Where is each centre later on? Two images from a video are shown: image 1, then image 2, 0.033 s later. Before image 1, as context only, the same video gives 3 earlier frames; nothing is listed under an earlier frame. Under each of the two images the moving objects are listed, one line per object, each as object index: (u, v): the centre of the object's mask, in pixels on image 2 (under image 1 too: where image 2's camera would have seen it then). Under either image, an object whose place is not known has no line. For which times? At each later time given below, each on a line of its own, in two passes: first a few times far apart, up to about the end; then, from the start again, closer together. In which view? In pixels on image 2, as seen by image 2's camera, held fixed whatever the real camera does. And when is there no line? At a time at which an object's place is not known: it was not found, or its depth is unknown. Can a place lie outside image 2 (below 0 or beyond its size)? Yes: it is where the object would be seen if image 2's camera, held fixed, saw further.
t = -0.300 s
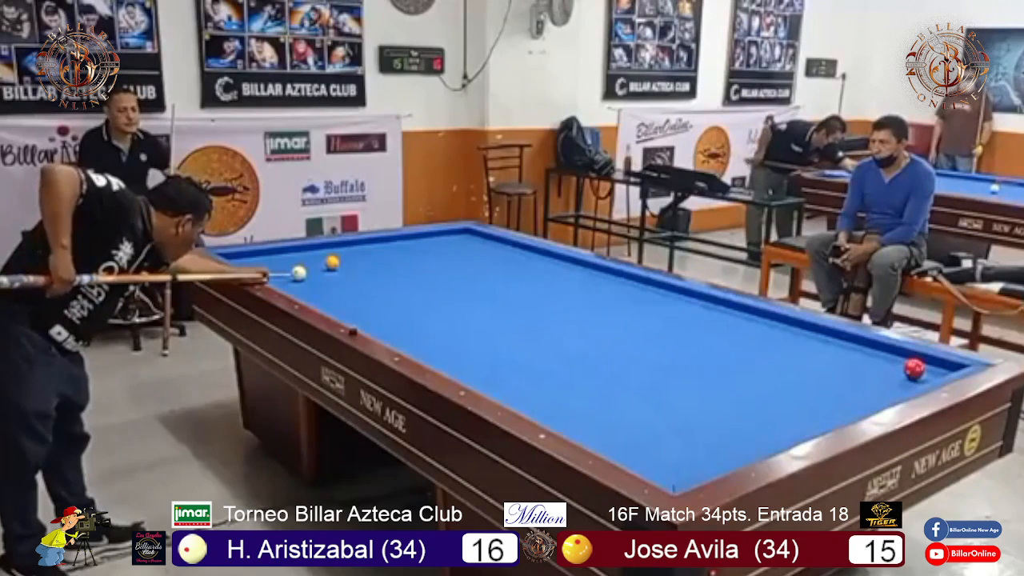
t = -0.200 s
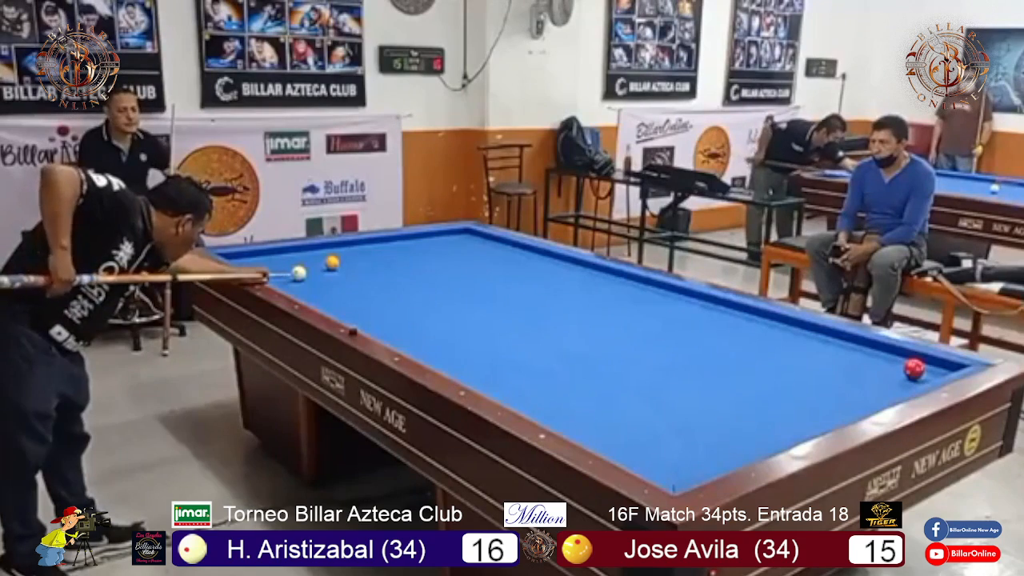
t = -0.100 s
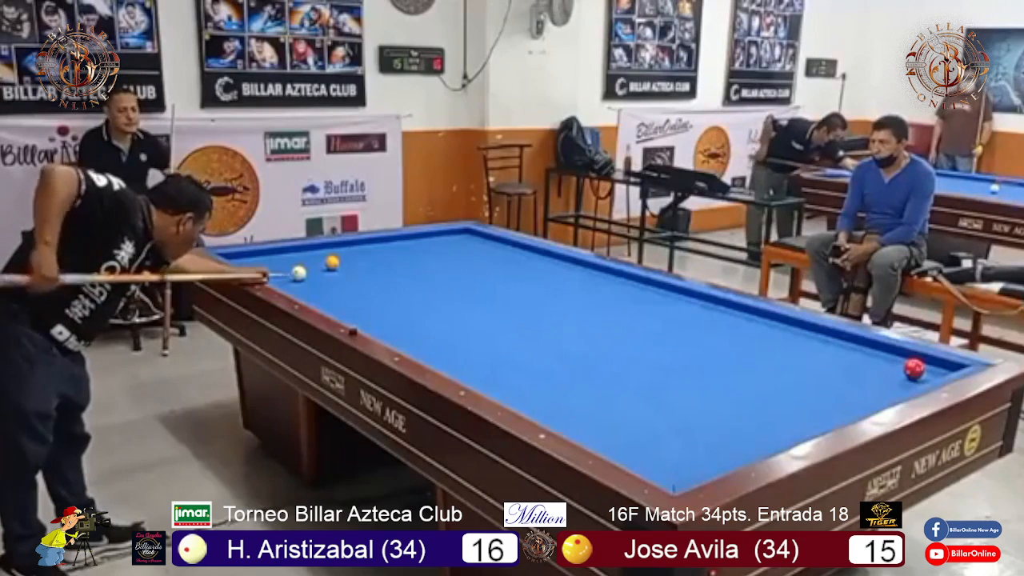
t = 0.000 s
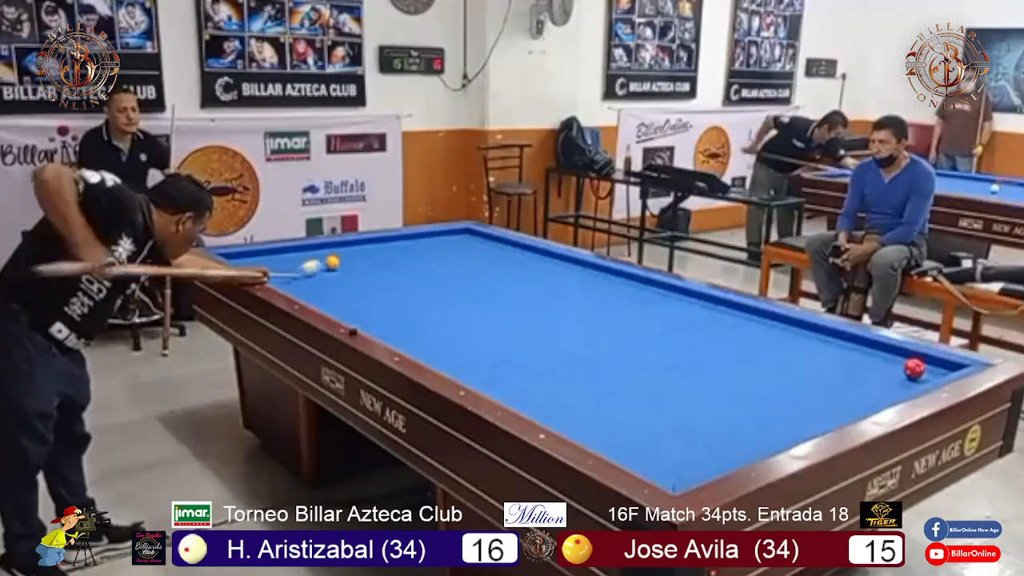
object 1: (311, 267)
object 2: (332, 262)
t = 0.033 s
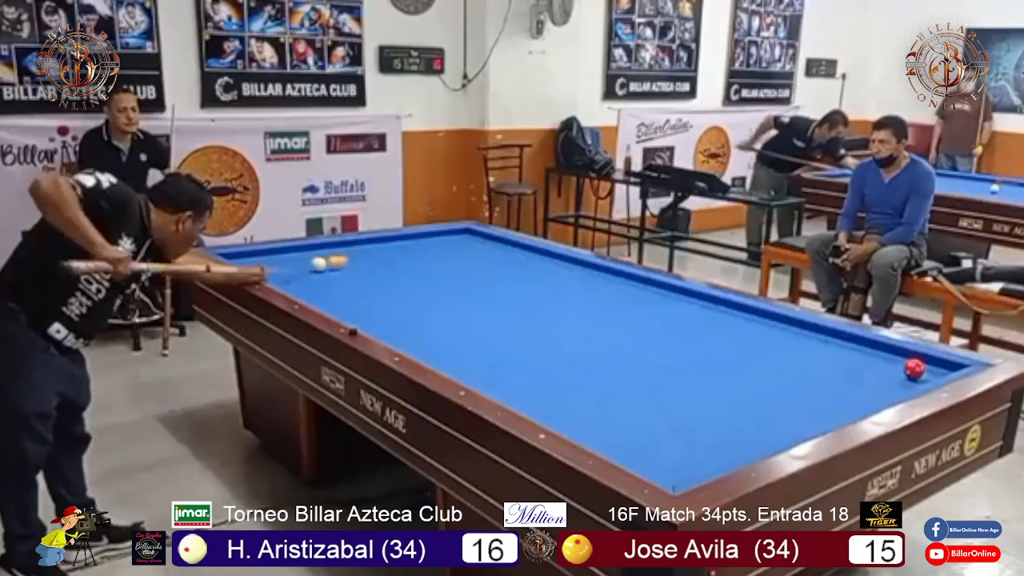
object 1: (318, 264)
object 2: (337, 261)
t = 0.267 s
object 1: (281, 255)
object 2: (434, 246)
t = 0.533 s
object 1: (241, 253)
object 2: (483, 237)
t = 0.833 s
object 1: (265, 262)
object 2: (416, 244)
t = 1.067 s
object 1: (298, 265)
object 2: (369, 249)
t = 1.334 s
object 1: (337, 270)
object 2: (311, 254)
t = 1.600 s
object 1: (374, 274)
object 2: (250, 260)
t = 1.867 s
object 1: (413, 278)
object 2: (268, 258)
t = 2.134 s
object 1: (451, 282)
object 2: (298, 254)
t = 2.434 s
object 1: (494, 286)
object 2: (330, 249)
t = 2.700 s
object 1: (532, 291)
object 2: (356, 246)
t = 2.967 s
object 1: (570, 295)
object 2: (379, 243)
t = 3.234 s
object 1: (609, 299)
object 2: (402, 241)
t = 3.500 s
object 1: (647, 304)
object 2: (423, 238)
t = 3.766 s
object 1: (687, 308)
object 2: (442, 235)
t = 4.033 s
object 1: (726, 312)
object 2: (460, 233)
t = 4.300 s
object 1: (766, 316)
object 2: (475, 231)
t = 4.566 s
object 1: (791, 322)
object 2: (465, 232)
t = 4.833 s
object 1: (806, 329)
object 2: (456, 233)
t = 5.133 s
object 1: (822, 338)
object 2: (446, 234)
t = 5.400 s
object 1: (836, 346)
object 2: (438, 235)
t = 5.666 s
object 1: (851, 354)
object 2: (430, 235)
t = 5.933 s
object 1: (865, 361)
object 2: (423, 236)
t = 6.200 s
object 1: (879, 369)
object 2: (417, 237)
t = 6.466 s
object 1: (894, 377)
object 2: (412, 237)
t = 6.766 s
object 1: (909, 382)
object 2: (406, 238)
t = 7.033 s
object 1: (896, 382)
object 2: (402, 238)
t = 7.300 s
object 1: (883, 381)
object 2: (398, 239)
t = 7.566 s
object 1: (871, 380)
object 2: (395, 239)
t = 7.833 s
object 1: (860, 378)
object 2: (393, 239)
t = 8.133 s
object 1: (850, 377)
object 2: (391, 240)
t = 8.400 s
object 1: (842, 375)
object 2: (390, 240)
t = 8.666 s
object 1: (837, 374)
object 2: (390, 240)
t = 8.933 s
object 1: (832, 373)
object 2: (390, 240)
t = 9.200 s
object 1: (828, 372)
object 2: (390, 240)
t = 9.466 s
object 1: (825, 371)
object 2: (390, 239)
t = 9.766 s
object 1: (823, 371)
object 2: (390, 239)
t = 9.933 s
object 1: (823, 371)
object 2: (390, 239)
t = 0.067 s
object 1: (313, 263)
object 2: (353, 258)
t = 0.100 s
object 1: (308, 261)
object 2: (368, 255)
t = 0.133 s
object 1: (303, 260)
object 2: (384, 253)
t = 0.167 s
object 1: (298, 258)
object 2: (397, 251)
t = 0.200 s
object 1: (292, 257)
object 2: (411, 249)
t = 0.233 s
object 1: (287, 256)
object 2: (422, 247)
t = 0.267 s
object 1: (281, 255)
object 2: (434, 246)
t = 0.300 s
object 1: (276, 254)
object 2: (445, 244)
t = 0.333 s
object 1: (270, 253)
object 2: (455, 243)
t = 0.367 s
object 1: (264, 252)
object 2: (465, 241)
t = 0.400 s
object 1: (259, 252)
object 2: (474, 240)
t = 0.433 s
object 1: (253, 251)
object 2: (484, 238)
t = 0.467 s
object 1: (249, 252)
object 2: (493, 236)
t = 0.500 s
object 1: (245, 252)
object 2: (492, 236)
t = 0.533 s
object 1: (241, 253)
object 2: (483, 237)
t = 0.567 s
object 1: (235, 254)
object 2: (475, 238)
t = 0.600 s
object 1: (231, 255)
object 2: (466, 239)
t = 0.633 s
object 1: (232, 255)
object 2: (458, 240)
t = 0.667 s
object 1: (242, 258)
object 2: (450, 241)
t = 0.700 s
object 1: (247, 257)
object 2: (443, 241)
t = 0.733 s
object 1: (251, 259)
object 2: (436, 243)
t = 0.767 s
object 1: (256, 261)
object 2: (428, 243)
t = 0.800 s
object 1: (261, 261)
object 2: (422, 244)
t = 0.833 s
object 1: (265, 262)
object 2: (416, 244)
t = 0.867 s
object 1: (269, 262)
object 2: (410, 245)
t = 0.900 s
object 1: (274, 263)
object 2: (403, 246)
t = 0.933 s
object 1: (279, 263)
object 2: (396, 246)
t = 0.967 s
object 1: (284, 263)
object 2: (389, 247)
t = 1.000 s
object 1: (288, 264)
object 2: (383, 248)
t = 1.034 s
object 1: (293, 265)
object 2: (376, 248)
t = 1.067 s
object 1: (298, 265)
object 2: (369, 249)
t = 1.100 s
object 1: (302, 266)
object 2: (362, 250)
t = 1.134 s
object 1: (307, 266)
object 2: (355, 250)
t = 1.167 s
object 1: (312, 267)
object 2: (347, 251)
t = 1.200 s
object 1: (317, 267)
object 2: (340, 251)
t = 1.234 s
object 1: (322, 268)
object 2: (333, 252)
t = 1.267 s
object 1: (327, 268)
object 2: (326, 252)
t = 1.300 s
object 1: (332, 269)
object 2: (318, 253)
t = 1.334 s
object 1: (337, 270)
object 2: (311, 254)
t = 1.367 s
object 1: (341, 270)
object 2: (304, 255)
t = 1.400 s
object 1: (346, 271)
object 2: (296, 256)
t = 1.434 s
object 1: (350, 271)
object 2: (288, 256)
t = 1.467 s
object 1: (355, 272)
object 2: (281, 257)
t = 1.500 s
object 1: (360, 272)
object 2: (273, 258)
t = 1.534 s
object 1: (365, 273)
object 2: (265, 259)
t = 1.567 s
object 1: (370, 274)
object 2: (257, 259)
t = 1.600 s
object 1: (374, 274)
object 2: (250, 260)
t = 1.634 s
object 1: (379, 274)
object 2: (242, 259)
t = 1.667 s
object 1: (383, 275)
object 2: (239, 259)
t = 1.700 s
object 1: (389, 275)
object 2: (245, 259)
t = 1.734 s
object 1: (393, 276)
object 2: (250, 259)
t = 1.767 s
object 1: (398, 276)
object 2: (255, 259)
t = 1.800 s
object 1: (403, 277)
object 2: (260, 258)
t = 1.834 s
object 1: (408, 277)
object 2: (264, 258)
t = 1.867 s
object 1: (413, 278)
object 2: (268, 258)
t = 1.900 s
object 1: (418, 278)
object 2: (272, 257)
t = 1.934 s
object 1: (422, 279)
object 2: (276, 256)
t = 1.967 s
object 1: (427, 280)
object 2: (280, 256)
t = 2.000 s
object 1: (432, 280)
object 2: (284, 256)
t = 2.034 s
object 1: (437, 281)
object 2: (287, 255)
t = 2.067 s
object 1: (441, 281)
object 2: (291, 254)
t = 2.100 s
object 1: (446, 281)
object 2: (294, 254)
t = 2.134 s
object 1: (451, 282)
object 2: (298, 254)
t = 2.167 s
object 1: (456, 283)
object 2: (302, 253)
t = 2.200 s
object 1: (460, 283)
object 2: (305, 252)
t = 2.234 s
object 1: (465, 284)
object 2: (309, 252)
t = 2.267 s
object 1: (470, 284)
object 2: (312, 252)
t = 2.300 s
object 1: (474, 285)
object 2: (316, 251)
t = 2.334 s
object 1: (479, 285)
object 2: (319, 251)
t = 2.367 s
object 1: (484, 286)
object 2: (323, 250)
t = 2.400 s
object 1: (489, 286)
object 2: (326, 250)
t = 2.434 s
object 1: (494, 286)
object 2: (330, 249)
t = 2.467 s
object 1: (499, 288)
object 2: (333, 249)
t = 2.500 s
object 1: (503, 288)
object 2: (337, 249)
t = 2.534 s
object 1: (508, 288)
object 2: (340, 248)
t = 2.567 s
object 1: (513, 289)
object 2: (343, 248)
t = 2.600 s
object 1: (518, 289)
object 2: (346, 248)
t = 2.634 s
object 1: (522, 290)
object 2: (349, 247)
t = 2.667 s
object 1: (527, 290)
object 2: (352, 247)
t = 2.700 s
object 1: (532, 291)
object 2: (356, 246)
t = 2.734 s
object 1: (537, 292)
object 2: (358, 246)
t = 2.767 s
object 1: (542, 292)
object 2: (361, 245)
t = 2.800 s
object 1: (546, 292)
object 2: (365, 245)
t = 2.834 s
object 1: (551, 293)
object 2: (368, 245)
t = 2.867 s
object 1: (555, 294)
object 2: (370, 244)
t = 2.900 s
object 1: (560, 294)
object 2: (374, 244)
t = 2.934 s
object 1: (565, 295)
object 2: (376, 244)
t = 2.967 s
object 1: (570, 295)
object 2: (379, 243)
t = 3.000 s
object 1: (575, 296)
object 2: (382, 243)
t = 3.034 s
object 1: (580, 296)
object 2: (385, 242)
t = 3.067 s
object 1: (585, 297)
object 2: (388, 242)
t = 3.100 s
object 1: (589, 297)
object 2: (391, 242)
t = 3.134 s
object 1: (594, 298)
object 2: (394, 242)
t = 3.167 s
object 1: (599, 298)
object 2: (397, 241)
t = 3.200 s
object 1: (604, 299)
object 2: (399, 241)
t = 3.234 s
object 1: (609, 299)
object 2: (402, 241)
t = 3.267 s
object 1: (613, 300)
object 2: (404, 240)
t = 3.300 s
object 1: (618, 300)
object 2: (407, 240)
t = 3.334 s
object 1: (623, 301)
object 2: (410, 239)
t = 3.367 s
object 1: (628, 301)
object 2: (412, 239)
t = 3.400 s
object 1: (633, 302)
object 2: (415, 239)
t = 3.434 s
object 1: (637, 302)
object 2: (418, 238)
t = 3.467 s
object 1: (642, 303)
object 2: (420, 238)
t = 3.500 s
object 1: (647, 304)
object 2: (423, 238)
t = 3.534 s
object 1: (652, 304)
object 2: (425, 238)
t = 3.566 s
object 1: (657, 305)
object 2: (427, 237)
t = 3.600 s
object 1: (662, 305)
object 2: (430, 237)
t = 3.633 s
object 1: (667, 306)
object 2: (432, 237)
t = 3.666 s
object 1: (672, 306)
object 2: (435, 237)
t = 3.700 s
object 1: (677, 307)
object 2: (437, 236)
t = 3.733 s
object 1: (682, 307)
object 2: (439, 236)
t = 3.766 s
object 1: (687, 308)
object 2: (442, 235)
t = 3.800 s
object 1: (691, 308)
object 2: (444, 235)
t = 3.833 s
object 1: (696, 309)
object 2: (447, 235)
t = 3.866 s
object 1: (701, 309)
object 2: (449, 234)
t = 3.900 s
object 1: (706, 310)
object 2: (451, 234)
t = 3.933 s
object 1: (711, 310)
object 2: (454, 234)
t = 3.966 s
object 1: (716, 311)
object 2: (455, 234)
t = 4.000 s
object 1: (721, 311)
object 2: (458, 233)
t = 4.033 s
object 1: (726, 312)
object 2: (460, 233)
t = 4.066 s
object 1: (731, 313)
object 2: (462, 233)
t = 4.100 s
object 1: (735, 313)
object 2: (464, 232)
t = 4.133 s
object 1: (740, 314)
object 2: (466, 232)
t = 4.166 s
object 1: (745, 314)
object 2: (469, 232)
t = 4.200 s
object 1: (751, 315)
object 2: (471, 232)
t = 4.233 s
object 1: (756, 315)
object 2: (473, 232)
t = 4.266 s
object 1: (761, 316)
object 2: (474, 231)
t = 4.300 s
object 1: (766, 316)
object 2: (475, 231)
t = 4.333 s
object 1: (770, 317)
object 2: (474, 231)
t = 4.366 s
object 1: (775, 317)
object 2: (473, 231)
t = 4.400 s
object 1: (780, 318)
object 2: (471, 232)
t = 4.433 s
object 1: (784, 318)
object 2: (470, 231)
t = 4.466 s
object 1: (786, 319)
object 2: (469, 232)
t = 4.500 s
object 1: (788, 320)
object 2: (468, 232)
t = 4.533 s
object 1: (789, 321)
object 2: (466, 232)
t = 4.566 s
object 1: (791, 322)
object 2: (465, 232)
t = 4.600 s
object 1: (793, 323)
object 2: (464, 232)
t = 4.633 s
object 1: (795, 324)
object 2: (463, 232)
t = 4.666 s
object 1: (796, 325)
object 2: (462, 232)
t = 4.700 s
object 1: (798, 326)
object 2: (460, 232)
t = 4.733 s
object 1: (800, 326)
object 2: (459, 232)
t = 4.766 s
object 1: (802, 327)
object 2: (458, 232)
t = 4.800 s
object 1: (804, 328)
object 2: (457, 233)
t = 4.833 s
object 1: (806, 329)
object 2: (456, 233)
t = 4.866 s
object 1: (807, 331)
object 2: (455, 233)
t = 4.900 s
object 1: (809, 332)
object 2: (454, 233)
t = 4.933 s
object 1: (811, 332)
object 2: (453, 233)
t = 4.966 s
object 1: (812, 333)
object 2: (452, 233)
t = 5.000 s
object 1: (814, 334)
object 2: (450, 233)
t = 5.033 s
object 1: (816, 335)
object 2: (449, 234)
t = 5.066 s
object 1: (818, 336)
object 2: (448, 233)
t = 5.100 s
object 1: (820, 337)
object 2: (447, 233)
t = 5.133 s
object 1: (822, 338)
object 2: (446, 234)
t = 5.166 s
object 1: (823, 339)
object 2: (445, 234)
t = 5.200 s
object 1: (825, 340)
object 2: (444, 234)
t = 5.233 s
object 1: (827, 341)
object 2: (443, 234)
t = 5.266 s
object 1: (829, 342)
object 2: (442, 234)
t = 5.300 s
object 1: (830, 343)
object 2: (441, 234)
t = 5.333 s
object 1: (832, 344)
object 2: (440, 234)
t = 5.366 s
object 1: (834, 345)
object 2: (439, 235)
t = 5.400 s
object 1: (836, 346)
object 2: (438, 235)
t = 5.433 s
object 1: (838, 347)
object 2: (437, 235)
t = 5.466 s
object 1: (840, 348)
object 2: (436, 235)
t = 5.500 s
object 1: (842, 349)
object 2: (435, 235)
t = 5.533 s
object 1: (843, 349)
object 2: (434, 235)
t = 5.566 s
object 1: (846, 351)
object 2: (433, 235)
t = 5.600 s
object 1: (847, 352)
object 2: (432, 235)
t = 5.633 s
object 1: (849, 352)
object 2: (431, 235)
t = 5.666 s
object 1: (851, 354)
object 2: (430, 235)
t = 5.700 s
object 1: (853, 355)
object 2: (429, 235)
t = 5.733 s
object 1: (854, 355)
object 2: (428, 235)
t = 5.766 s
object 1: (856, 357)
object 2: (427, 236)
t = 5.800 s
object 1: (858, 358)
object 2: (427, 236)
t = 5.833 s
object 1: (860, 359)
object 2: (426, 236)
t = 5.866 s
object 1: (862, 360)
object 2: (425, 236)
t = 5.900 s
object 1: (864, 361)
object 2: (424, 236)
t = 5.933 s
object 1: (865, 361)
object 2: (423, 236)
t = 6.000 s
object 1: (869, 363)
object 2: (421, 236)
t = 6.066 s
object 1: (871, 365)
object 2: (421, 236)
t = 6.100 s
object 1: (873, 365)
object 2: (420, 237)
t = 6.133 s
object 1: (875, 367)
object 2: (419, 237)
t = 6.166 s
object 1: (877, 368)
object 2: (418, 237)
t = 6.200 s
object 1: (879, 369)
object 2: (417, 237)
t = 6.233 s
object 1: (880, 370)
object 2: (417, 237)
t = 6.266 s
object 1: (882, 371)
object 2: (416, 237)
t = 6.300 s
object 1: (884, 372)
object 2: (415, 237)
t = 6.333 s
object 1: (886, 373)
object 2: (414, 237)
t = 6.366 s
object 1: (888, 374)
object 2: (414, 237)
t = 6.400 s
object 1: (890, 375)
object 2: (413, 237)
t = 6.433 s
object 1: (892, 376)
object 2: (412, 237)
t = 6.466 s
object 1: (894, 377)
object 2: (412, 237)
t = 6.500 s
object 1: (896, 378)
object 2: (411, 237)
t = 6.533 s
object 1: (897, 379)
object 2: (410, 238)
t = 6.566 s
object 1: (899, 380)
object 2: (410, 238)
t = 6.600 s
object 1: (901, 380)
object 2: (409, 238)
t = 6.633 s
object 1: (902, 381)
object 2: (408, 238)
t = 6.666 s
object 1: (904, 381)
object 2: (408, 238)
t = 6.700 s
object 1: (906, 381)
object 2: (407, 238)
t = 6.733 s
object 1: (908, 382)
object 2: (407, 238)
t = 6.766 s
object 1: (909, 382)
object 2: (406, 238)
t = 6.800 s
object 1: (908, 382)
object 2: (406, 238)
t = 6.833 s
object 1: (906, 382)
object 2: (405, 238)
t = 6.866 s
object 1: (904, 382)
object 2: (404, 238)
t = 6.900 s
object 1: (902, 383)
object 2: (404, 238)
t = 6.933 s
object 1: (901, 383)
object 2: (403, 238)
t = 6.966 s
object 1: (899, 383)
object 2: (403, 238)
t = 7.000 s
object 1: (898, 382)
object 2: (402, 238)
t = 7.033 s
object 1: (896, 382)
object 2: (402, 238)
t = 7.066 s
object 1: (895, 382)
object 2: (401, 238)
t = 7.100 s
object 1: (893, 382)
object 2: (401, 238)
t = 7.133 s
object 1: (891, 382)
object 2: (400, 238)
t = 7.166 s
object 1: (889, 382)
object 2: (400, 238)
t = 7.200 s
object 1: (888, 382)
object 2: (399, 238)
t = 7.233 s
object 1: (886, 382)
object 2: (399, 238)
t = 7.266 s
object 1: (885, 381)
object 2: (398, 239)
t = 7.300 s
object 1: (883, 381)
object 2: (398, 239)
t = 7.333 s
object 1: (881, 381)
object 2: (398, 239)
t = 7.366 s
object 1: (880, 380)
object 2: (397, 239)
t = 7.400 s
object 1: (878, 380)
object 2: (397, 239)
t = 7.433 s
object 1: (876, 380)
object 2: (396, 239)
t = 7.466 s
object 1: (875, 380)
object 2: (396, 239)
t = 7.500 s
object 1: (874, 380)
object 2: (396, 239)
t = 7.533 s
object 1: (872, 380)
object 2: (396, 239)
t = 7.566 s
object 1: (871, 380)
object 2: (395, 239)
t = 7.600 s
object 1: (869, 380)
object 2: (395, 239)
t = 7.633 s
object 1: (867, 379)
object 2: (394, 240)
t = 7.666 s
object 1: (867, 379)
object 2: (394, 239)
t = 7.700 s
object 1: (866, 378)
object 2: (394, 239)
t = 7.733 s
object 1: (865, 378)
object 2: (394, 239)
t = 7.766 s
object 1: (863, 378)
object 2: (393, 239)
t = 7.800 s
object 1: (862, 378)
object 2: (393, 239)
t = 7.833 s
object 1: (860, 378)
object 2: (393, 239)
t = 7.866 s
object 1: (859, 378)
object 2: (393, 239)
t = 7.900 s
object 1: (858, 378)
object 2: (392, 240)
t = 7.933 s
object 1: (857, 377)
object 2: (392, 240)
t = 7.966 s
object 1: (855, 377)
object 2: (392, 240)
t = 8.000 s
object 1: (855, 377)
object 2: (392, 240)
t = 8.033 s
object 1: (854, 377)
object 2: (391, 240)
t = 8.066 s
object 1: (853, 377)
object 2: (391, 240)
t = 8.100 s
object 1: (851, 377)
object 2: (391, 240)
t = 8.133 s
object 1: (850, 377)
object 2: (391, 240)
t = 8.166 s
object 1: (849, 376)
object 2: (391, 240)
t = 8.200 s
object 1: (848, 376)
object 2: (391, 240)
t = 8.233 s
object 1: (847, 375)
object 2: (390, 240)
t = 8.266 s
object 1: (846, 375)
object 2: (390, 240)
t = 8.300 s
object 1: (845, 375)
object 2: (390, 240)
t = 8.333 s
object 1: (844, 375)
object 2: (390, 240)
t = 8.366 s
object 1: (844, 375)
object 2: (390, 240)
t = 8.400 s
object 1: (842, 375)
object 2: (390, 240)
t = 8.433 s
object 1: (842, 375)
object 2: (390, 240)
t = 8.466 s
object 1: (841, 374)
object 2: (390, 240)
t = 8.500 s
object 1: (840, 374)
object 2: (390, 240)
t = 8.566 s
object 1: (839, 374)
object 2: (390, 240)
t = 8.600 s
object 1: (838, 374)
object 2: (390, 240)
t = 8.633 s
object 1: (838, 374)
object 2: (390, 240)
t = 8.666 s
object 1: (837, 374)
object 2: (390, 240)
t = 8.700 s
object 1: (836, 374)
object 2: (390, 240)
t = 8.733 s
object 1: (836, 374)
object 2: (390, 240)
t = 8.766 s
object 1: (835, 374)
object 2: (390, 240)
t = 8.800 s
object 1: (834, 374)
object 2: (390, 240)
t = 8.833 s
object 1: (834, 374)
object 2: (390, 240)
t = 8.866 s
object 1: (833, 374)
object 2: (390, 240)
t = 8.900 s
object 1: (832, 374)
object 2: (390, 240)
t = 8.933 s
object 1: (832, 373)
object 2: (390, 240)
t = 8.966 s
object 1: (832, 373)
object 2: (390, 240)
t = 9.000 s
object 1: (831, 373)
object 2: (390, 240)
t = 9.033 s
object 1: (831, 373)
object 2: (390, 240)
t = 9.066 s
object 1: (830, 373)
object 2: (390, 240)
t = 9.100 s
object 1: (830, 373)
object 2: (390, 240)
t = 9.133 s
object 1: (829, 373)
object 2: (390, 240)
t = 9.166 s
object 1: (828, 373)
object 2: (390, 240)
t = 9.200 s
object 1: (828, 372)
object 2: (390, 240)
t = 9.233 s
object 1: (827, 372)
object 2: (390, 240)
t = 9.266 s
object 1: (826, 372)
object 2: (390, 240)
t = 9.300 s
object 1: (827, 372)
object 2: (390, 239)
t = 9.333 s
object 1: (827, 372)
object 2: (390, 239)
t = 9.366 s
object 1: (826, 372)
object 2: (390, 239)
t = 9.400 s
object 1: (826, 372)
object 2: (390, 239)
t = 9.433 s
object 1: (826, 372)
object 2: (390, 239)
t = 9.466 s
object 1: (825, 371)
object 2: (390, 239)
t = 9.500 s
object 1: (825, 371)
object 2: (390, 239)
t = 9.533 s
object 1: (825, 371)
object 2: (390, 239)
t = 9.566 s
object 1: (824, 371)
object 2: (390, 239)
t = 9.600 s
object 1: (824, 371)
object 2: (390, 239)
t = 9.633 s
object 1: (824, 371)
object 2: (390, 239)
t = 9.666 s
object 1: (824, 371)
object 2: (390, 239)
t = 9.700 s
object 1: (823, 371)
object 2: (390, 239)
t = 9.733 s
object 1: (823, 371)
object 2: (390, 239)
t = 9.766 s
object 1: (823, 371)
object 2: (390, 239)
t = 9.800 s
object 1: (823, 371)
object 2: (390, 239)
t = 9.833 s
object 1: (823, 371)
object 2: (390, 239)
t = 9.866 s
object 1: (823, 371)
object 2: (390, 239)
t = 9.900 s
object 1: (823, 371)
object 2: (390, 239)
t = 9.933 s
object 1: (823, 371)
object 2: (390, 239)
